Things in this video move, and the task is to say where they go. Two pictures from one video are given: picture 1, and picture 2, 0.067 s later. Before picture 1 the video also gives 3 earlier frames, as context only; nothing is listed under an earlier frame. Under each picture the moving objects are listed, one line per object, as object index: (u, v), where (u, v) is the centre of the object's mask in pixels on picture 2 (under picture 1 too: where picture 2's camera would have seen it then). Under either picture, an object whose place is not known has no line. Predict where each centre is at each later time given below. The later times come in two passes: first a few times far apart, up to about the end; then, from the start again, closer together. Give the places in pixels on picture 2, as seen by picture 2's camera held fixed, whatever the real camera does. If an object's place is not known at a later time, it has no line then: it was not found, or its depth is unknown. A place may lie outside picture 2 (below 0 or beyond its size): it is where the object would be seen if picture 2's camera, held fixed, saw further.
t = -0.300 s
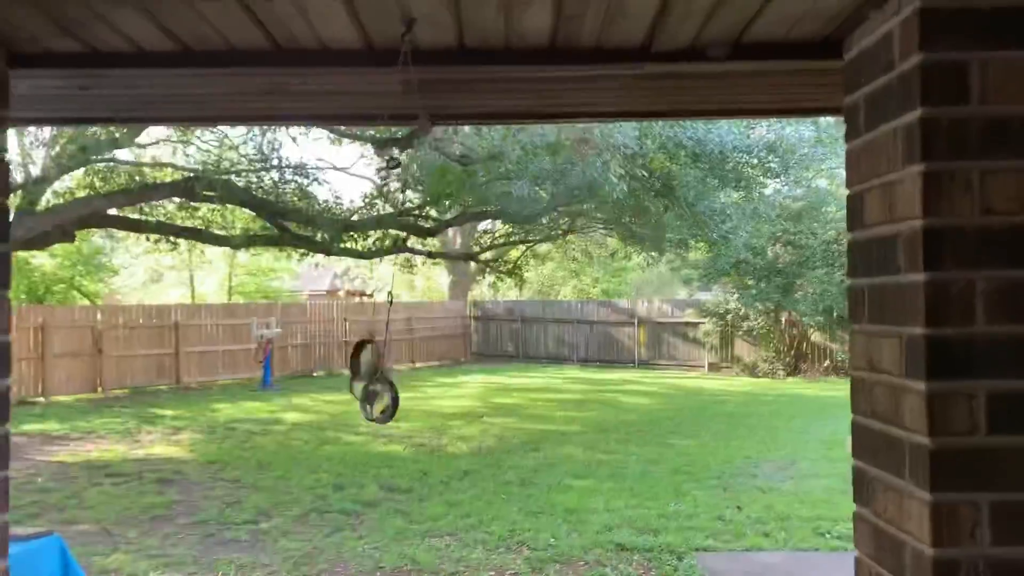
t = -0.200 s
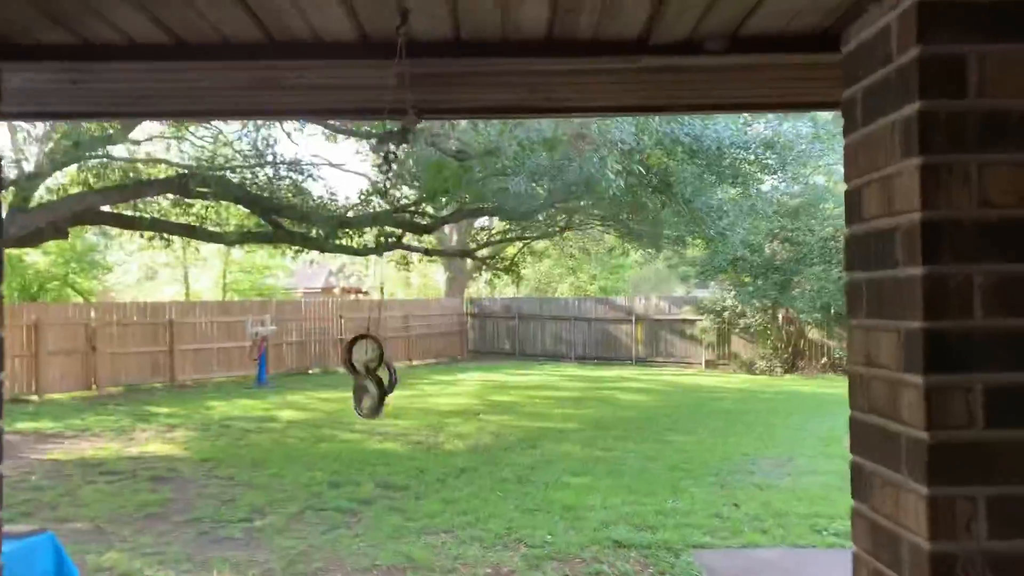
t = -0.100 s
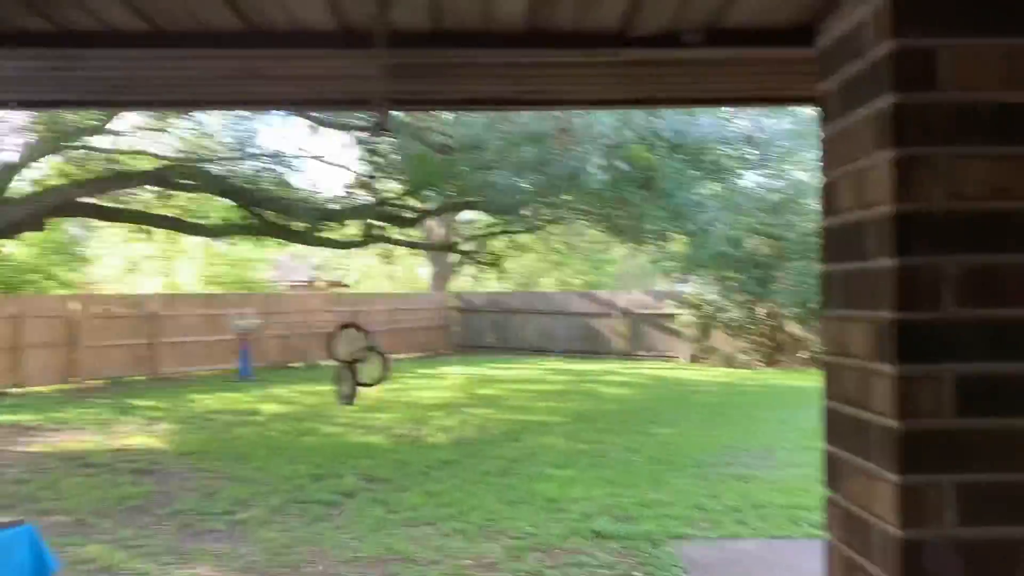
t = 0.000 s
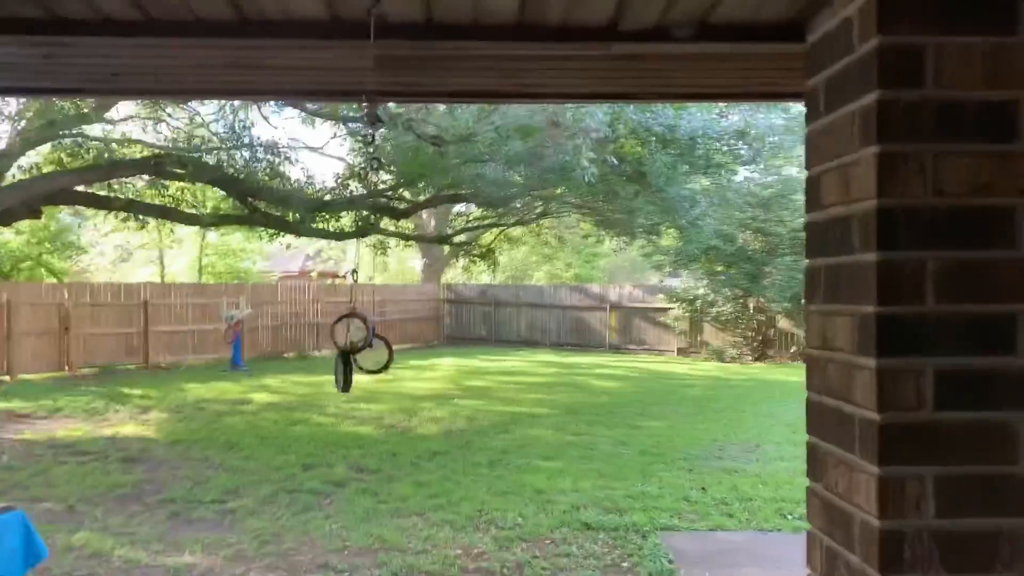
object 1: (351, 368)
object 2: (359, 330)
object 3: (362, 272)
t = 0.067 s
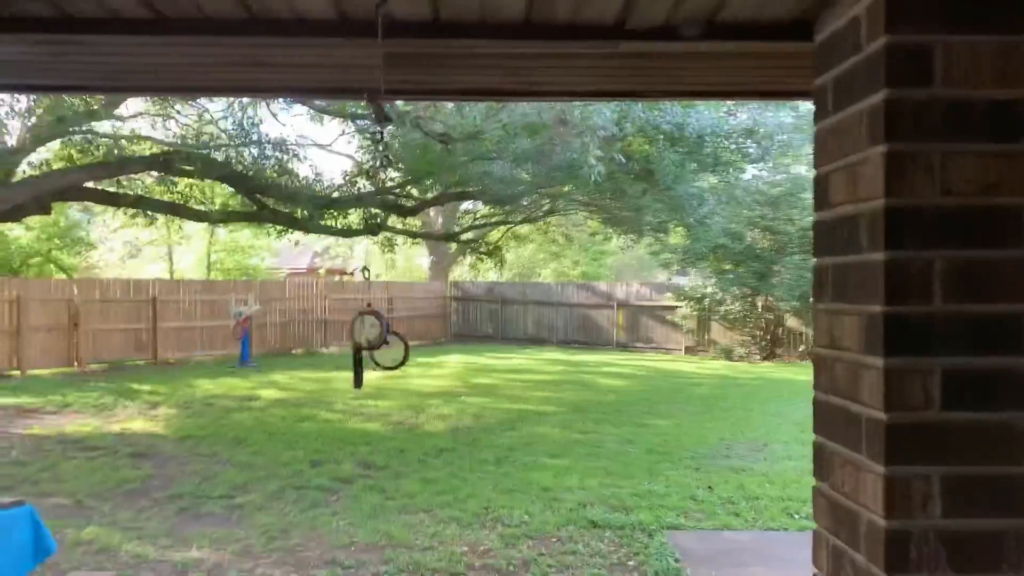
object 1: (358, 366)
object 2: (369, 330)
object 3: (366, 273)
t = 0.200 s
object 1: (372, 371)
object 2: (384, 331)
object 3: (373, 276)
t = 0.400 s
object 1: (391, 381)
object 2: (388, 336)
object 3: (380, 280)
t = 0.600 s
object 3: (372, 278)
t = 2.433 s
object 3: (369, 293)
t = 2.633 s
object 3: (372, 293)
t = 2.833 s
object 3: (386, 297)
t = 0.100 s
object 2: (381, 324)
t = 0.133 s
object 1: (365, 367)
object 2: (378, 329)
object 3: (371, 275)
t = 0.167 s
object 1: (369, 369)
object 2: (388, 328)
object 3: (372, 275)
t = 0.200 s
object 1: (372, 371)
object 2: (384, 331)
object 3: (373, 276)
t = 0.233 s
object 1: (377, 373)
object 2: (386, 332)
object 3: (375, 277)
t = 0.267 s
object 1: (380, 375)
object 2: (388, 333)
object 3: (376, 278)
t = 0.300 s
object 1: (384, 379)
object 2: (388, 333)
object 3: (378, 279)
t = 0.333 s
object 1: (386, 380)
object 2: (388, 337)
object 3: (376, 281)
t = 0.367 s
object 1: (390, 381)
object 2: (390, 340)
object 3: (377, 285)
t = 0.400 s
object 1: (391, 381)
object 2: (388, 336)
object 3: (380, 280)
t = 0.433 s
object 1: (393, 384)
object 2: (387, 339)
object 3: (380, 280)
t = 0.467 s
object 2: (385, 339)
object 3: (379, 281)
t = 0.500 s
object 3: (377, 283)
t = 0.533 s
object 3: (376, 282)
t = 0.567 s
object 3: (374, 280)
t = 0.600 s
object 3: (372, 278)
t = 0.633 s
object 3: (368, 277)
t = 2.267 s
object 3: (379, 294)
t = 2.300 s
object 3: (377, 294)
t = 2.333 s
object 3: (374, 293)
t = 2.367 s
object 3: (372, 293)
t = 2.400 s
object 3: (371, 293)
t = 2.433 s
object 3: (369, 293)
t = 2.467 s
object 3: (369, 292)
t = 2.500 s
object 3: (368, 292)
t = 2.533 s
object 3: (369, 292)
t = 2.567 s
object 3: (369, 291)
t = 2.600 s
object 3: (370, 292)
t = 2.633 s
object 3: (372, 293)
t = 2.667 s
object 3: (374, 295)
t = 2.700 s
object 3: (376, 295)
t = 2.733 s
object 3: (379, 295)
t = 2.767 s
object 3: (381, 296)
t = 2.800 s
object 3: (384, 297)
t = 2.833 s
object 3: (386, 297)
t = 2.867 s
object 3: (388, 297)
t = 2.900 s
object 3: (392, 297)
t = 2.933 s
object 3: (394, 297)
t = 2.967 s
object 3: (397, 297)
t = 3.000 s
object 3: (400, 298)
